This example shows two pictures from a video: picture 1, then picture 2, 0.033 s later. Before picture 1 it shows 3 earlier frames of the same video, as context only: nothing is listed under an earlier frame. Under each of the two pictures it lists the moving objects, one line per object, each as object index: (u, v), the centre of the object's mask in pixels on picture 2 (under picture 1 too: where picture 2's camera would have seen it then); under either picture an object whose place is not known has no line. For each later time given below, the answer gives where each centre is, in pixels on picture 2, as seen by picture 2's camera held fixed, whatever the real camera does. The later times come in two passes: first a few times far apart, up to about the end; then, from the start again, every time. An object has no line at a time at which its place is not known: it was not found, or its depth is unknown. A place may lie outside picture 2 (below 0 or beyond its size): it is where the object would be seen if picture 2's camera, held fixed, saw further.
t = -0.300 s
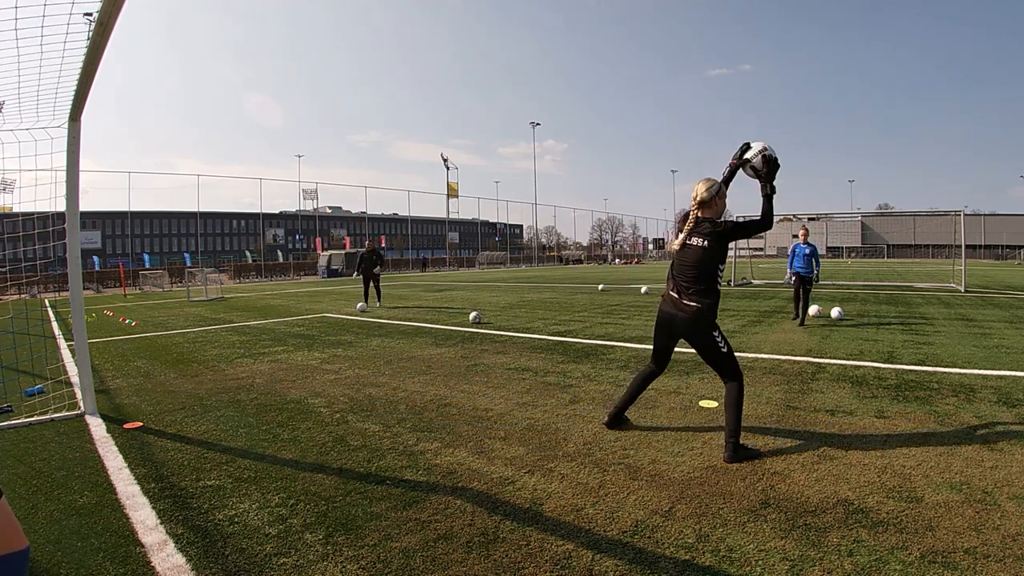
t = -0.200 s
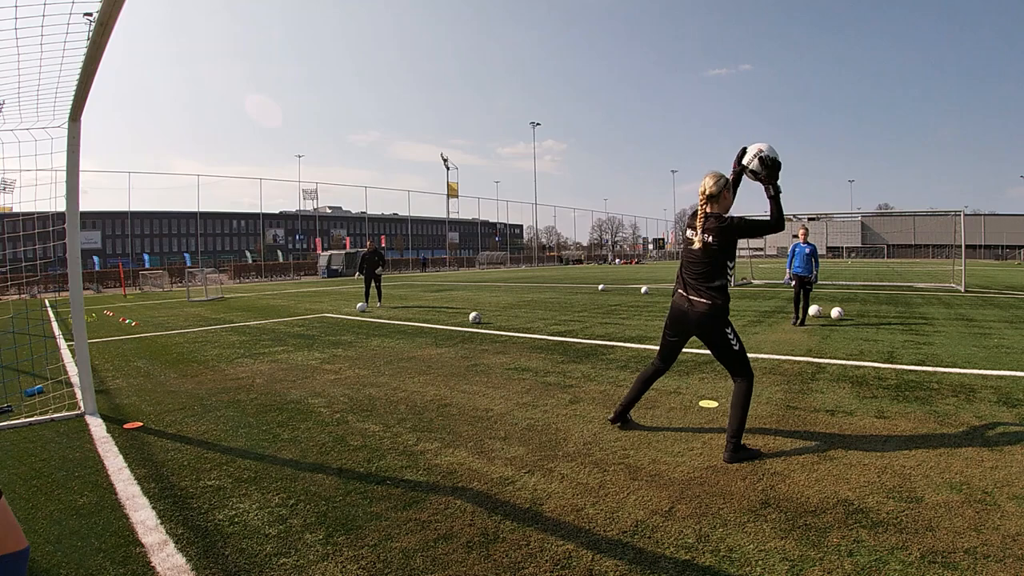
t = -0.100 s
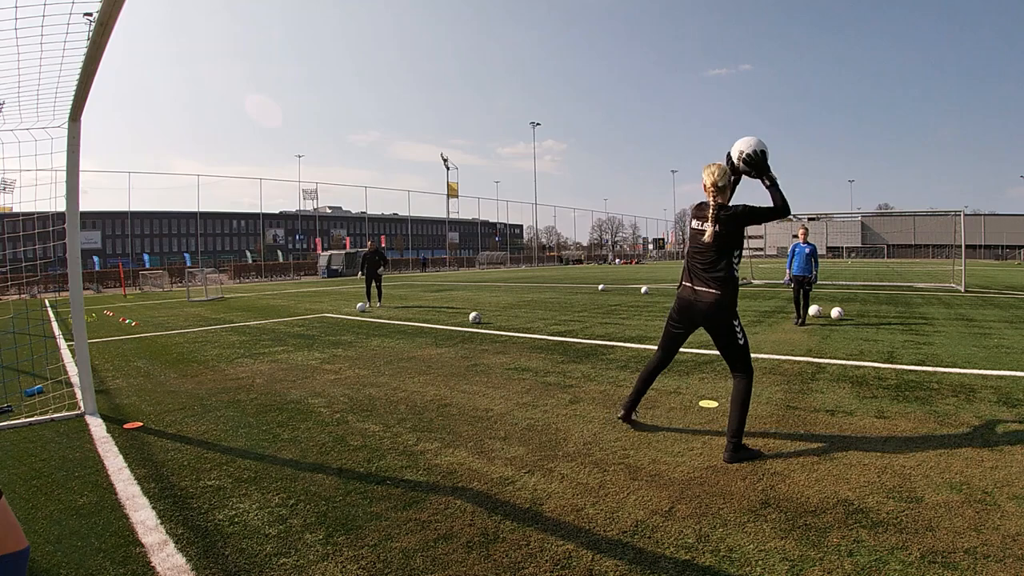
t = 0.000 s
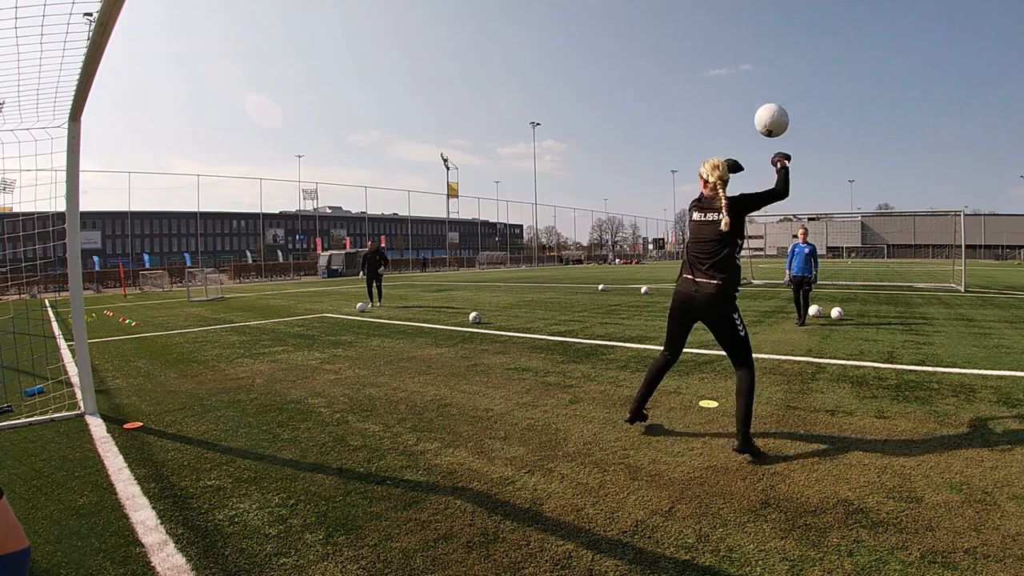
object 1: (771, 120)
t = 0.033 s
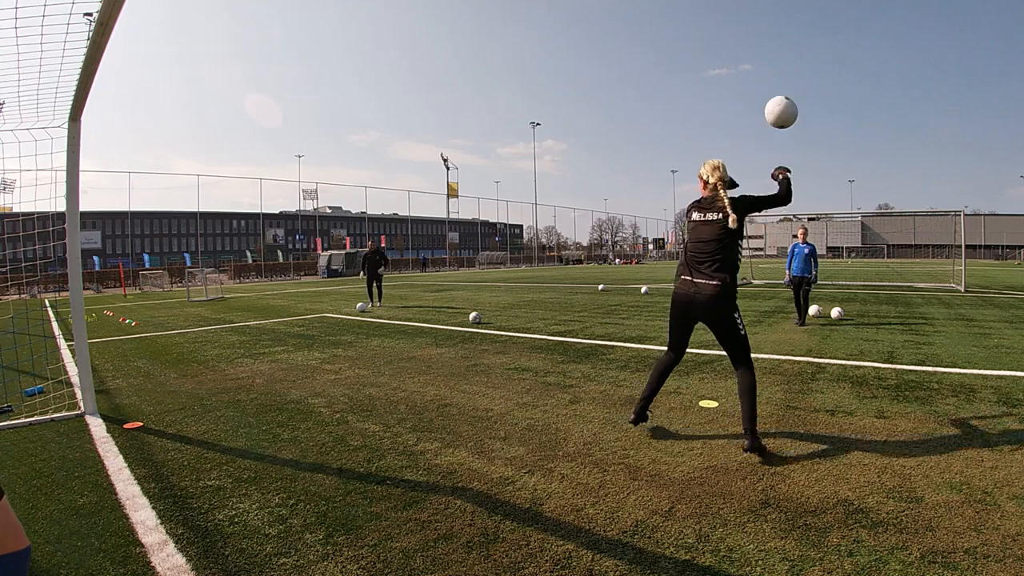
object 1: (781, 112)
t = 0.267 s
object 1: (834, 103)
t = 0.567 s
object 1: (883, 166)
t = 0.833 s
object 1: (911, 262)
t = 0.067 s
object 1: (790, 106)
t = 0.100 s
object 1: (798, 102)
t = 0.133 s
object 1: (806, 99)
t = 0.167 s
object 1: (813, 98)
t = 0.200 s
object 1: (820, 99)
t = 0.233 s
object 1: (827, 101)
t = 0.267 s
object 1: (834, 103)
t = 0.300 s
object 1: (840, 107)
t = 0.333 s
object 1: (846, 111)
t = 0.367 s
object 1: (852, 117)
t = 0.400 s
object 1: (858, 123)
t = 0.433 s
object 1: (863, 130)
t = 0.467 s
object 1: (869, 138)
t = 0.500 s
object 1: (873, 146)
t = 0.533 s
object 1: (878, 156)
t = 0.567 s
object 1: (883, 166)
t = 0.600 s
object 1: (887, 176)
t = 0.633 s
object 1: (891, 187)
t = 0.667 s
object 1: (895, 198)
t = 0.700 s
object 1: (899, 209)
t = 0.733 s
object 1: (901, 222)
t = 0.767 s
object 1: (905, 235)
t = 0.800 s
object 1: (908, 248)
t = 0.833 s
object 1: (911, 262)
